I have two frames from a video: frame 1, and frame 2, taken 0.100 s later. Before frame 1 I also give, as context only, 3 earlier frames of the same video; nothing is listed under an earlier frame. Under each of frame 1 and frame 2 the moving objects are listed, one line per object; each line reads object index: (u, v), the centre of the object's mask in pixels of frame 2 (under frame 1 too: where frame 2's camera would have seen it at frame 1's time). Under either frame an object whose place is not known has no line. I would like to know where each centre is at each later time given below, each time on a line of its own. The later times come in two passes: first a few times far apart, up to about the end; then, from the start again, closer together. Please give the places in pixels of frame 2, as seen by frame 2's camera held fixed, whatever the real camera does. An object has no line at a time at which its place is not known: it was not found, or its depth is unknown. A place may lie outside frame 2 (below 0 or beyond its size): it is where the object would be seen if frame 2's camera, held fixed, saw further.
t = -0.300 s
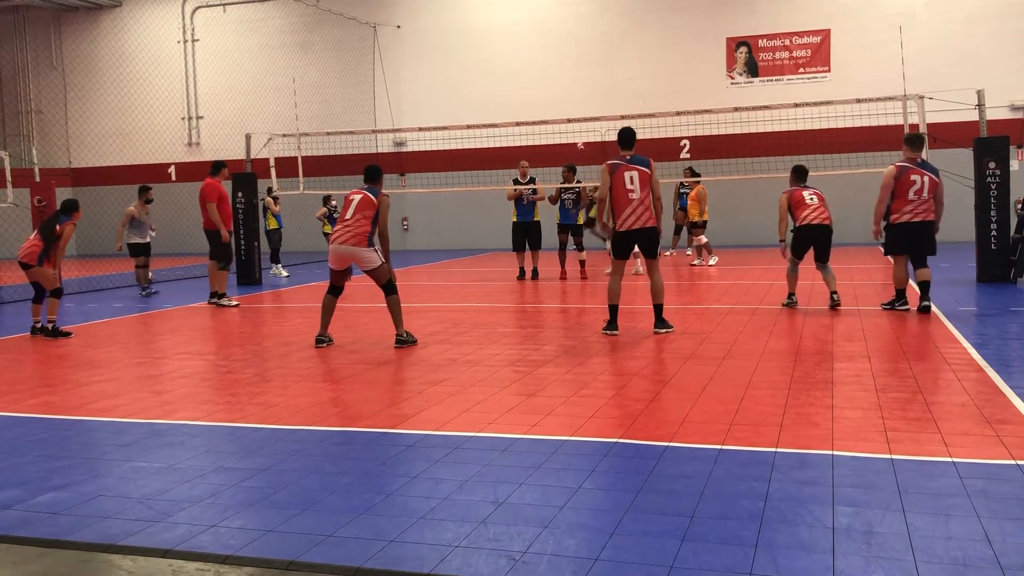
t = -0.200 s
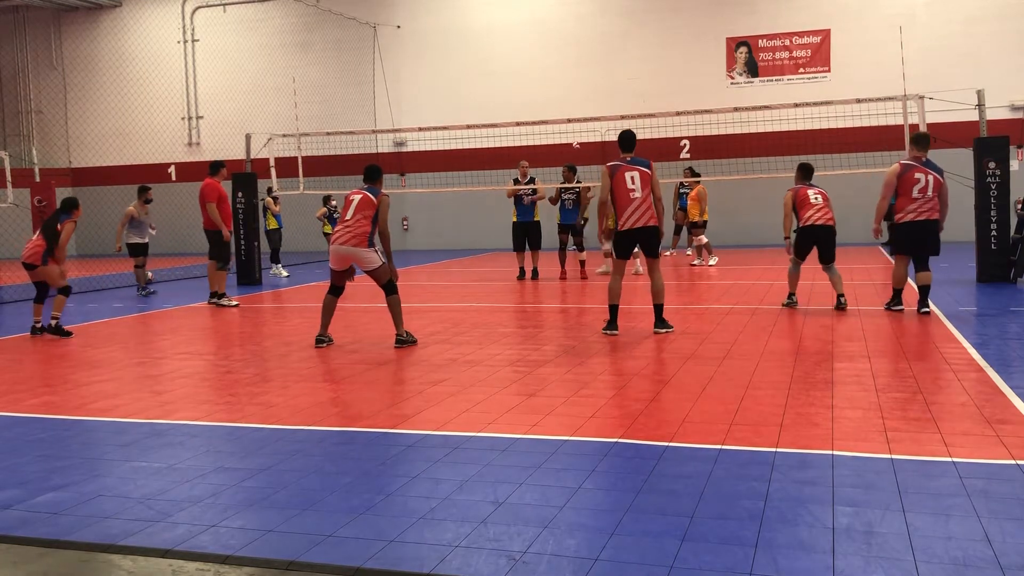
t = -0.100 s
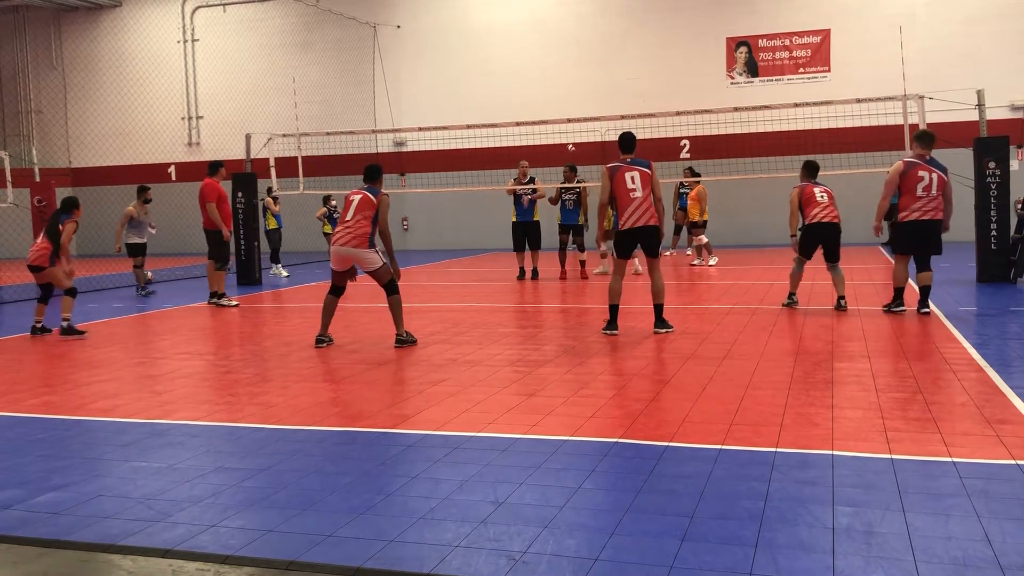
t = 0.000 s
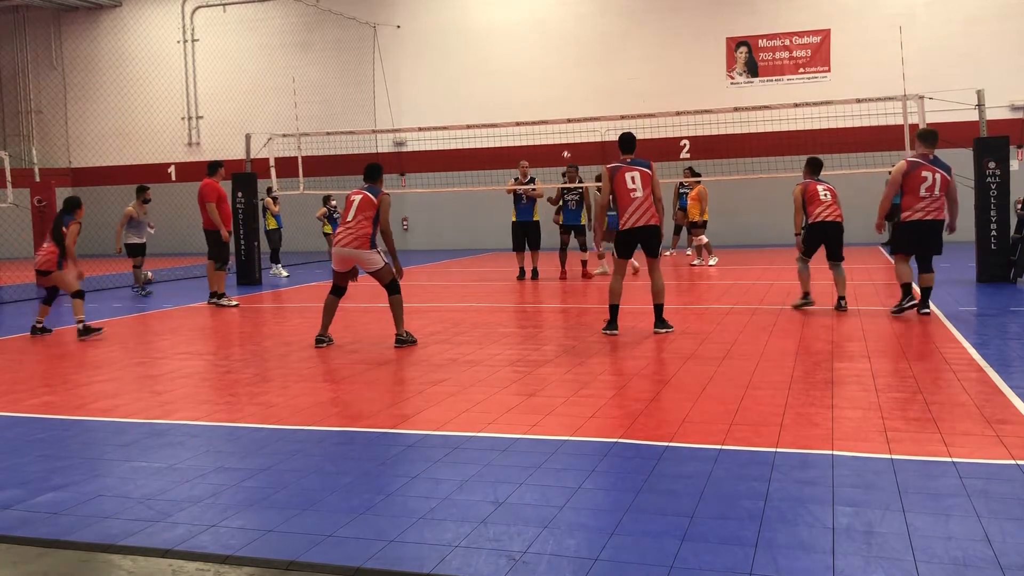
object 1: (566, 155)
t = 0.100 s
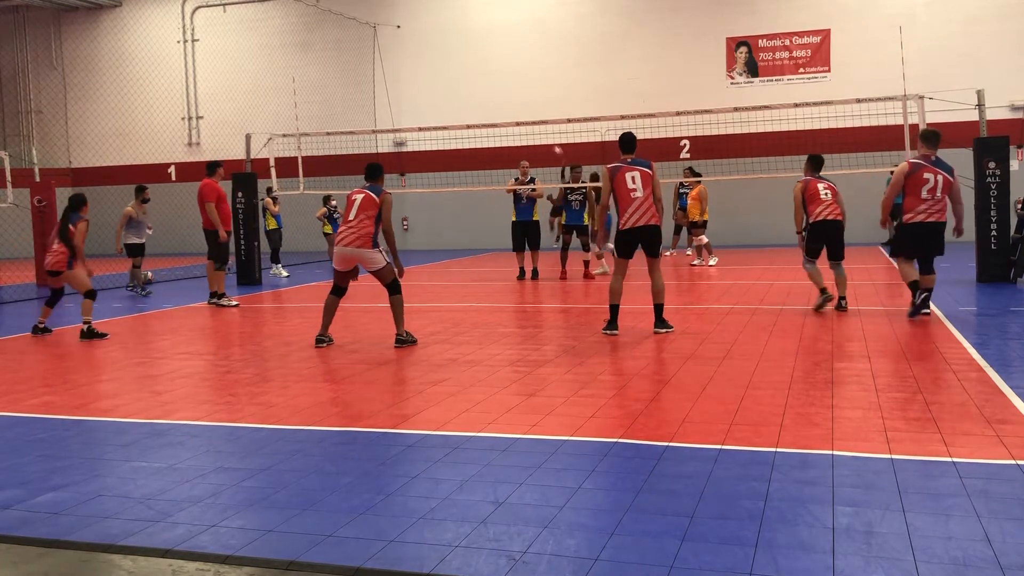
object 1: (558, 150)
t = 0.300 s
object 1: (528, 118)
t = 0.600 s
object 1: (474, 102)
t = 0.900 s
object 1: (403, 143)
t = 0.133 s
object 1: (554, 144)
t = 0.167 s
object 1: (549, 139)
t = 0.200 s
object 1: (544, 133)
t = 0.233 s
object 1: (539, 129)
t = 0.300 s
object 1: (528, 118)
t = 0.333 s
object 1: (523, 115)
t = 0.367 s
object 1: (518, 111)
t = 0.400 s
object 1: (511, 108)
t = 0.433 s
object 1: (505, 106)
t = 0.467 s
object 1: (500, 104)
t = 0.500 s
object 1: (493, 102)
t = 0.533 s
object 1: (487, 102)
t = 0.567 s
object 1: (481, 101)
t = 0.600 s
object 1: (474, 102)
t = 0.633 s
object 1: (467, 102)
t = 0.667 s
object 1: (461, 104)
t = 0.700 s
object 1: (453, 106)
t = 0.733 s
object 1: (446, 109)
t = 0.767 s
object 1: (438, 113)
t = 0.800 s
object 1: (430, 118)
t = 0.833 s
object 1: (421, 125)
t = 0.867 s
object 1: (412, 133)
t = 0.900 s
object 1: (403, 143)
